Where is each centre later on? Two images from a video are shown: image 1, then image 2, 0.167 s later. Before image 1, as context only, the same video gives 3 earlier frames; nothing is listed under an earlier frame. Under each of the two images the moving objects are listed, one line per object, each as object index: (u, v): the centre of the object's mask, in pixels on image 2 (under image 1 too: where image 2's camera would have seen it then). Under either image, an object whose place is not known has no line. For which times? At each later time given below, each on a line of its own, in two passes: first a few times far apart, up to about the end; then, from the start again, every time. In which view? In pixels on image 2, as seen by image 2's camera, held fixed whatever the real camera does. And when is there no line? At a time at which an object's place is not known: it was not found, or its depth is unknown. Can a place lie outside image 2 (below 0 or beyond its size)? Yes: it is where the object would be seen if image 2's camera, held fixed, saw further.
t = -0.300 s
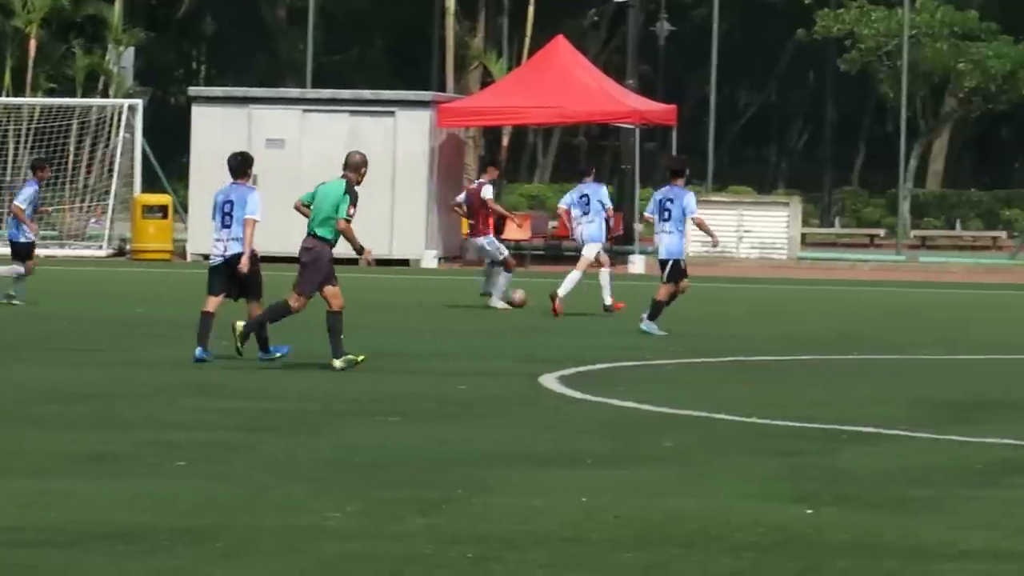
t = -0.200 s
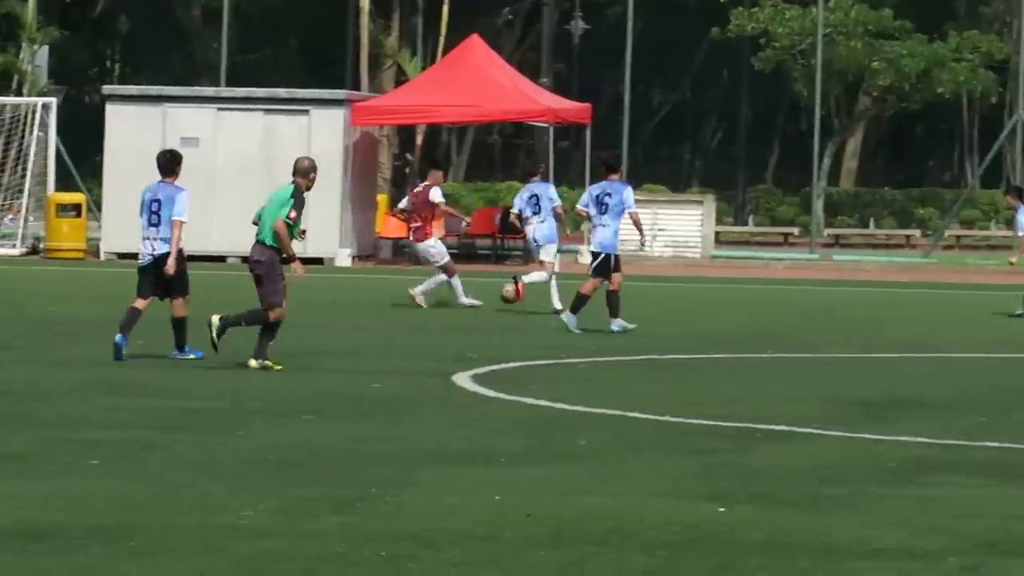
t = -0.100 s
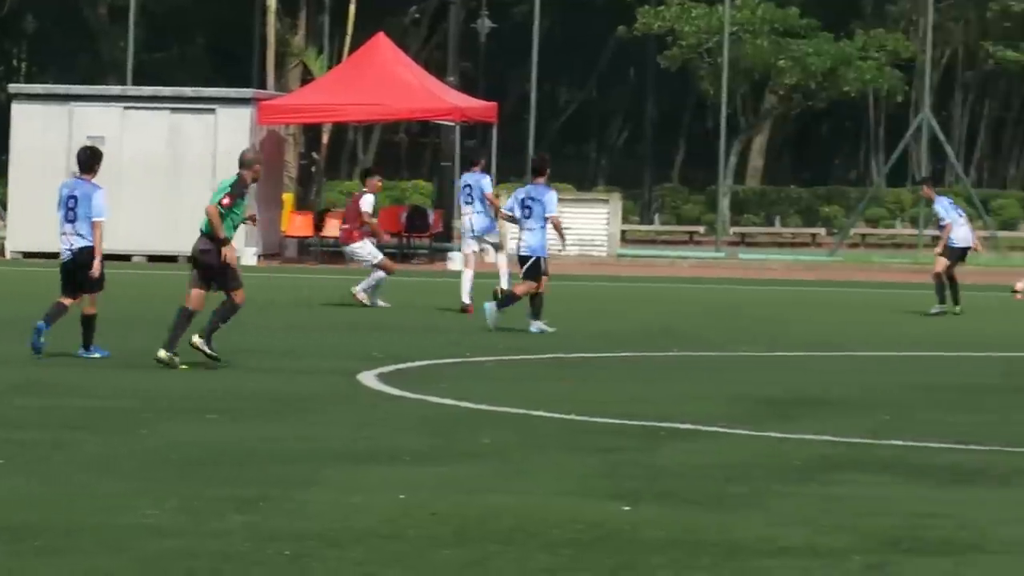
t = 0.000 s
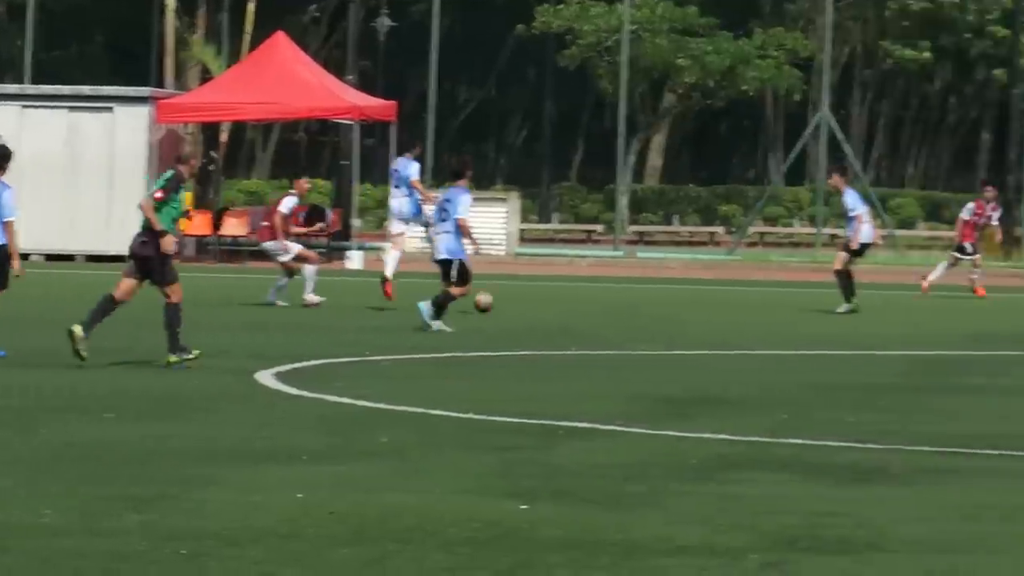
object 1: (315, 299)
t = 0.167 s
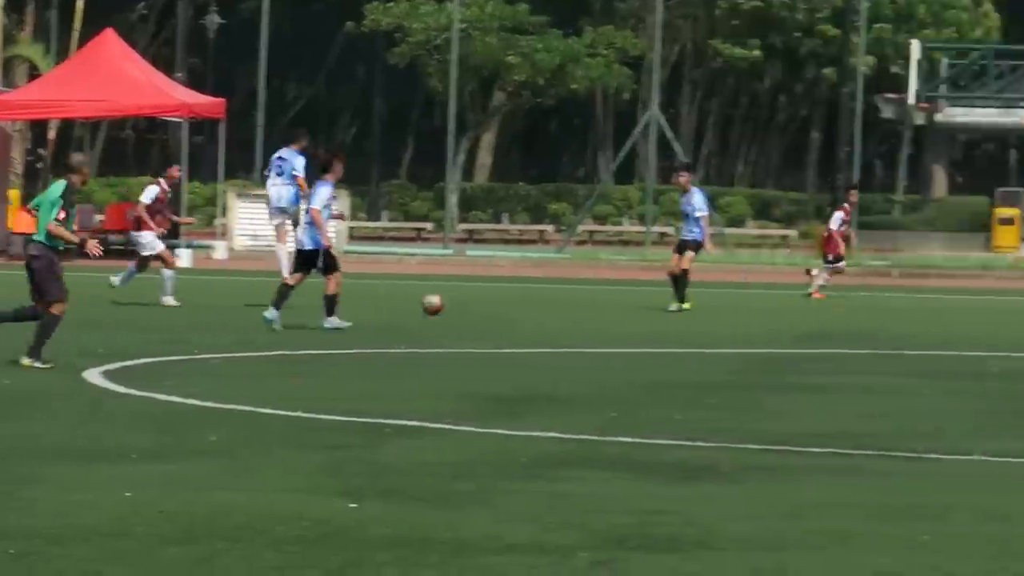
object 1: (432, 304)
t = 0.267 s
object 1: (496, 308)
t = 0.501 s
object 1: (643, 314)
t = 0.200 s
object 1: (454, 307)
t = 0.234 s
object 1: (475, 307)
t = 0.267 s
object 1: (496, 308)
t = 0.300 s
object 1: (518, 310)
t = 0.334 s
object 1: (539, 311)
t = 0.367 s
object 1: (561, 310)
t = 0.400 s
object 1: (582, 311)
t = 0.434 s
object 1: (603, 313)
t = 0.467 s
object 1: (623, 314)
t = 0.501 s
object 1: (643, 314)
